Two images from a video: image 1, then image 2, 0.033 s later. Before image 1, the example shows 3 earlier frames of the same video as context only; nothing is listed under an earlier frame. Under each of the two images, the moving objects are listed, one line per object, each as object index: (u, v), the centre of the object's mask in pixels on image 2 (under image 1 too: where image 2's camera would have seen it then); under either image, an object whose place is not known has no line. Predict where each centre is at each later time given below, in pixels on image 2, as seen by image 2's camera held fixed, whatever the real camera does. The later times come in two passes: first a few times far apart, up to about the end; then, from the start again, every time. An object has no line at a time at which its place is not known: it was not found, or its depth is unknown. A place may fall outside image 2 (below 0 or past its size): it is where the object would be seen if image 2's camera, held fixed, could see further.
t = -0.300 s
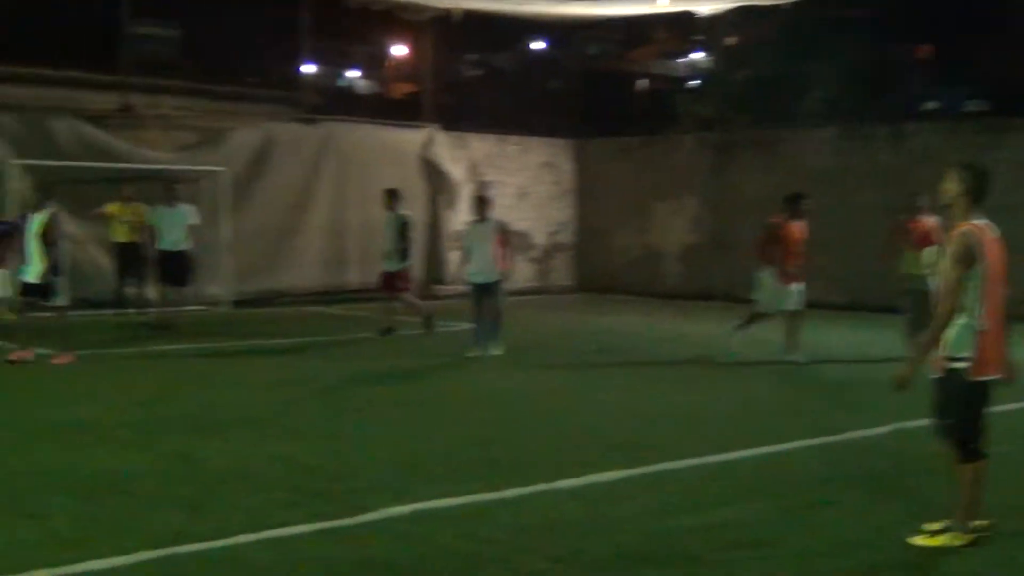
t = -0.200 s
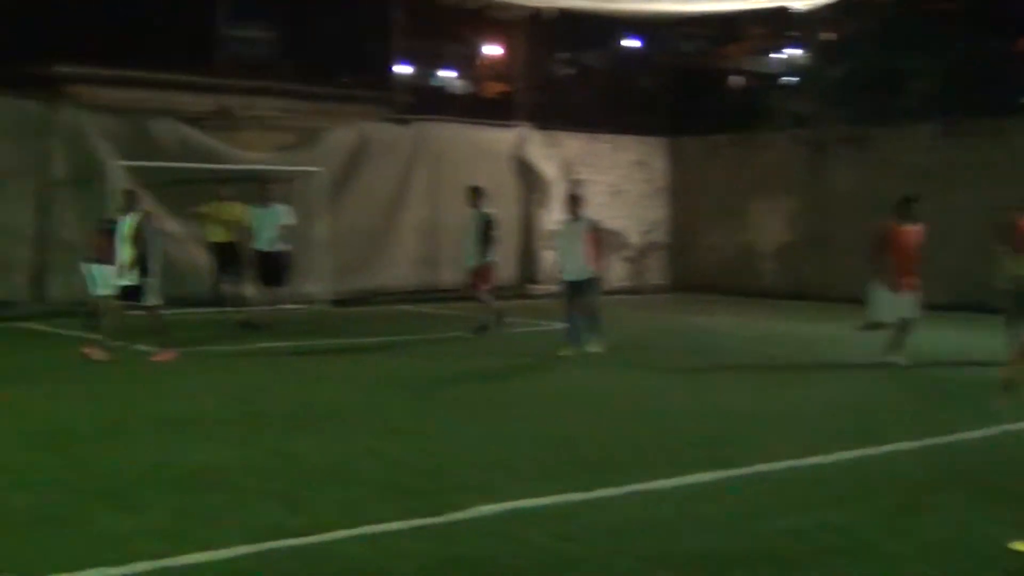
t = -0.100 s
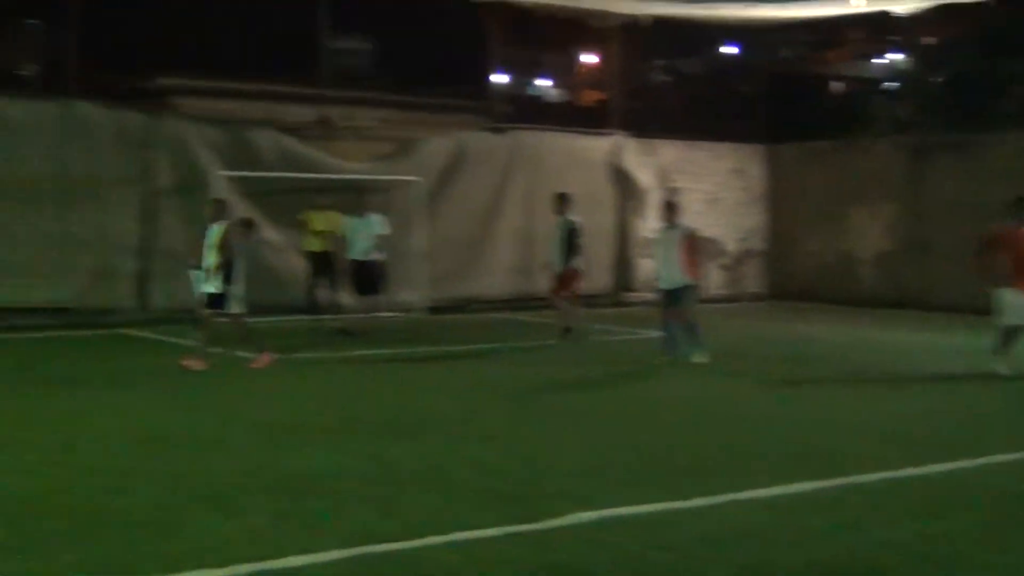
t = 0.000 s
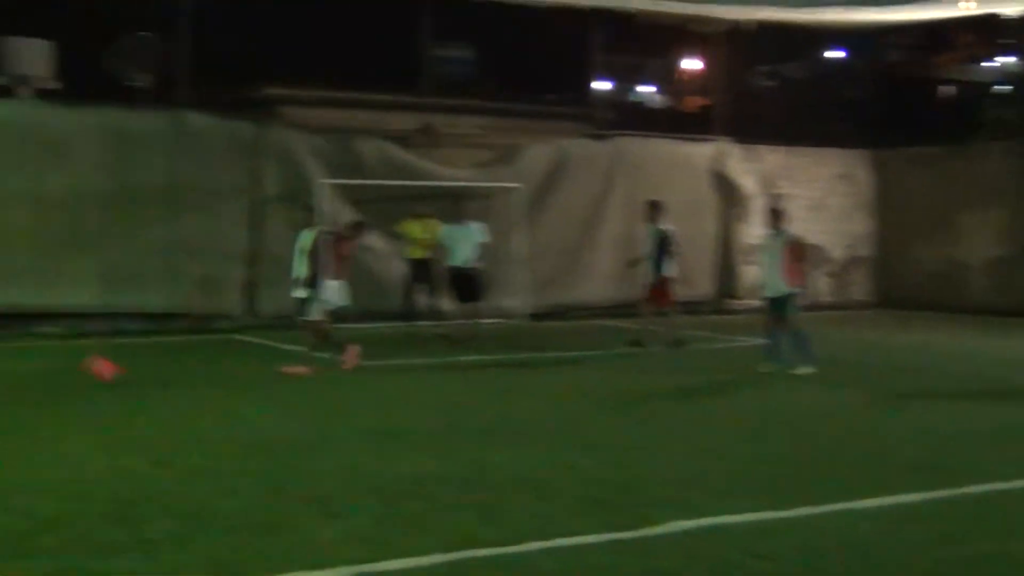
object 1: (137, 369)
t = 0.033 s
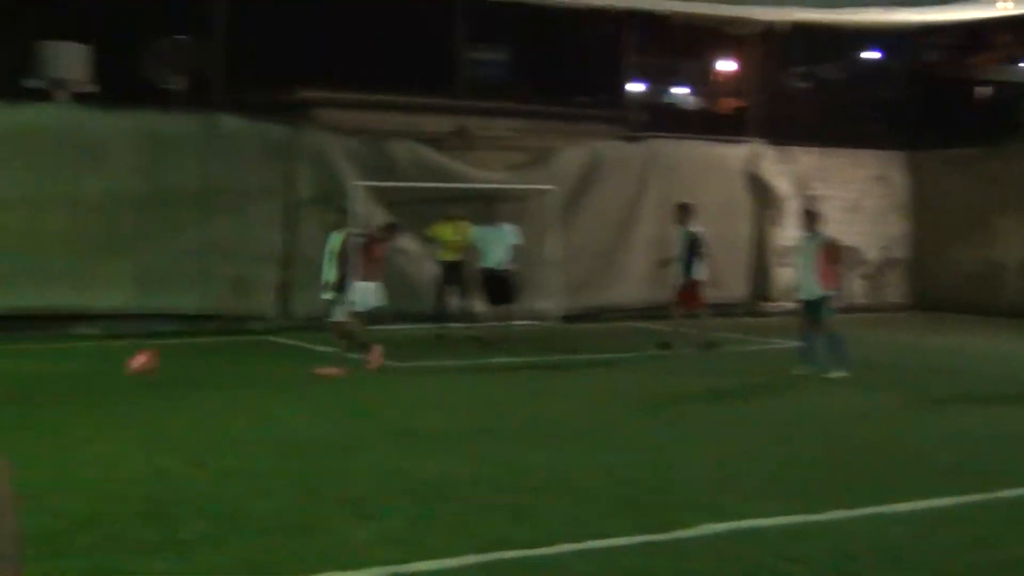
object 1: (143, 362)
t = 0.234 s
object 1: (155, 270)
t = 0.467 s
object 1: (172, 218)
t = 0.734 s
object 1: (192, 224)
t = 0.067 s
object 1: (143, 344)
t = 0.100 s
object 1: (145, 327)
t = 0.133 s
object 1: (145, 311)
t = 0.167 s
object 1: (150, 296)
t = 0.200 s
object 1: (153, 282)
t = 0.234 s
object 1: (155, 270)
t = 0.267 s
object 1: (157, 259)
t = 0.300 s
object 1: (159, 249)
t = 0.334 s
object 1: (161, 241)
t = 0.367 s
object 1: (164, 233)
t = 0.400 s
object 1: (167, 227)
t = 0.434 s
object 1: (169, 221)
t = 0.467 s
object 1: (172, 218)
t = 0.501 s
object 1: (174, 215)
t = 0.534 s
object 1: (176, 213)
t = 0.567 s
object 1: (179, 212)
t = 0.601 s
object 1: (181, 214)
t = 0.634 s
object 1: (183, 215)
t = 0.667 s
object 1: (187, 217)
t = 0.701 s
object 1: (190, 220)
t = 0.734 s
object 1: (192, 224)
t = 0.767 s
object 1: (196, 229)
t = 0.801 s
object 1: (200, 237)
